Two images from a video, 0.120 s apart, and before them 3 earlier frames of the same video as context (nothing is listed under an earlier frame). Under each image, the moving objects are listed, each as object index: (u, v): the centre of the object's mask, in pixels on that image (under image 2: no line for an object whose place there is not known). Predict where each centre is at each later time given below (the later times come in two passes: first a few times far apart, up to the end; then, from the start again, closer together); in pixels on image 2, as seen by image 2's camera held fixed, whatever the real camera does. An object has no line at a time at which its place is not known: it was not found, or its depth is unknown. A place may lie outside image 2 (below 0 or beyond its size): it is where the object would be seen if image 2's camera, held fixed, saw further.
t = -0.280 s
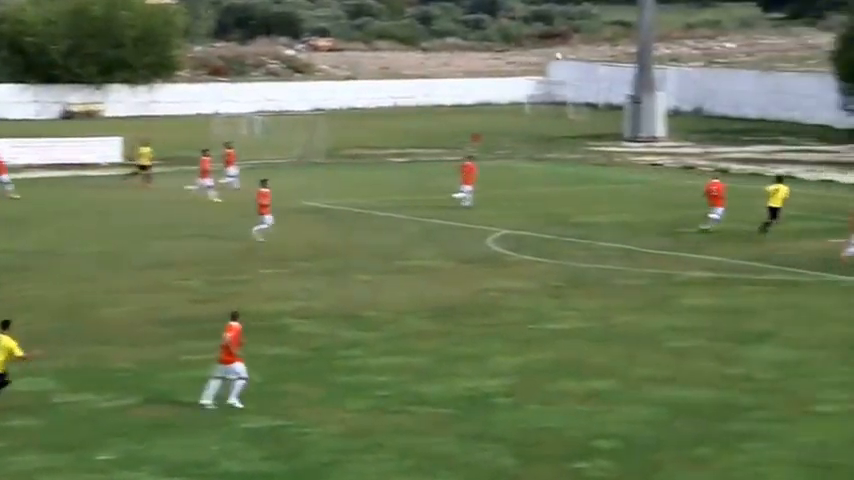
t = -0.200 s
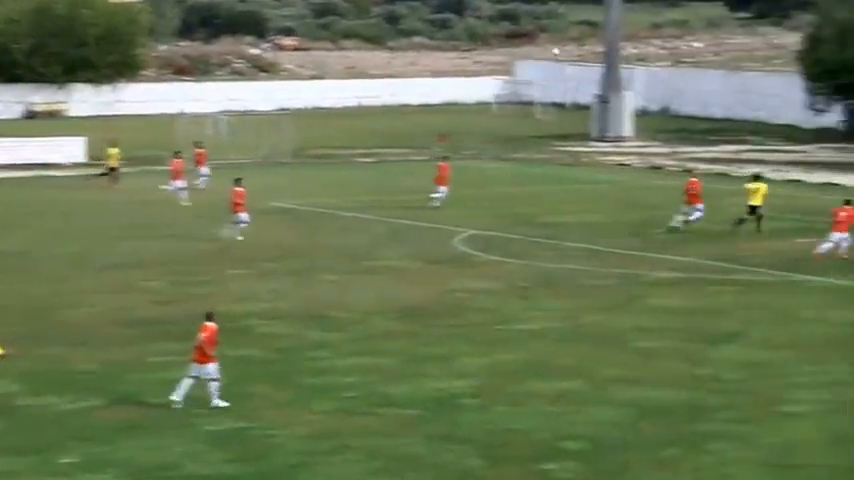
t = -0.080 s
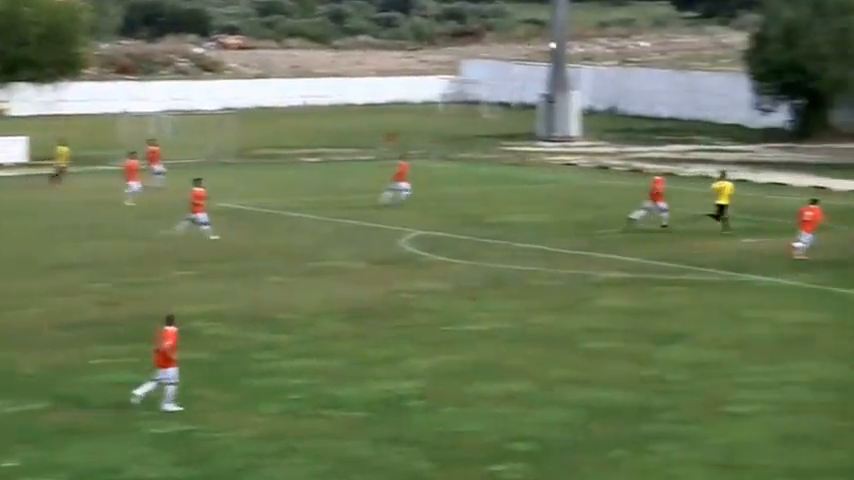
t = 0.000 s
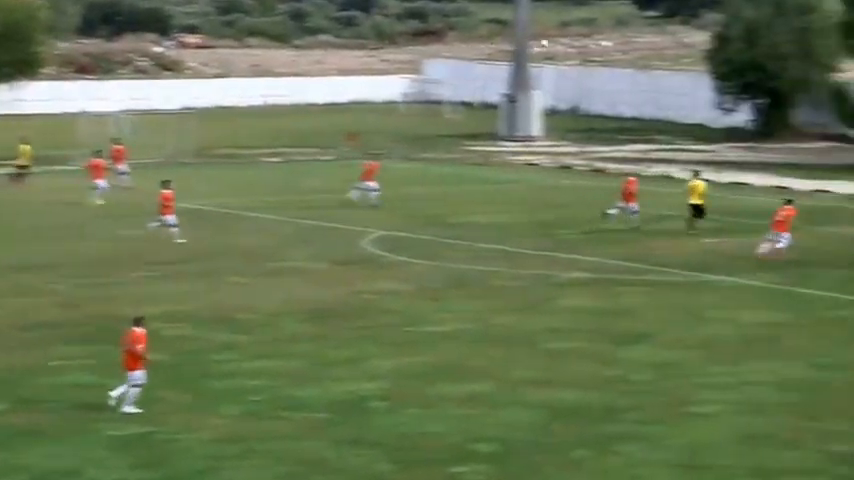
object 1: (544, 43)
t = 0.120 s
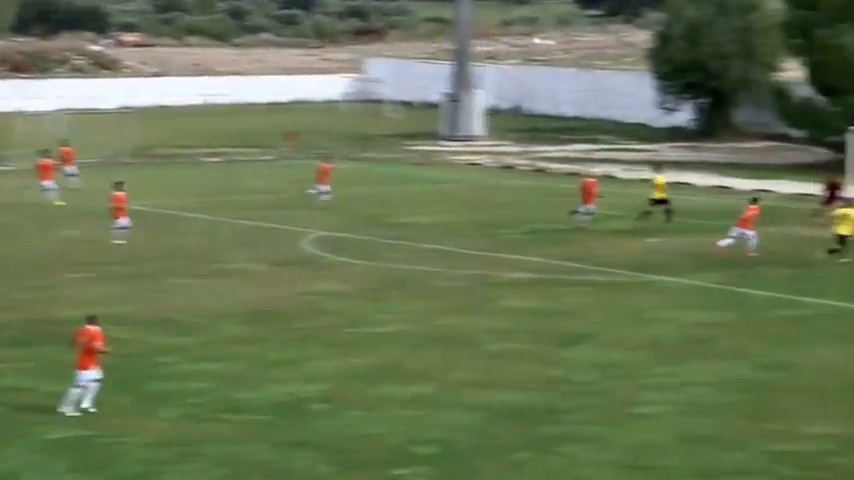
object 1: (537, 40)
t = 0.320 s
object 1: (606, 43)
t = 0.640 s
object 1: (739, 62)
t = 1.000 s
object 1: (885, 106)
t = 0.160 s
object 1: (548, 41)
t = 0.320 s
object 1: (606, 43)
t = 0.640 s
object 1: (739, 62)
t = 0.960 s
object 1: (874, 102)
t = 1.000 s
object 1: (885, 106)
